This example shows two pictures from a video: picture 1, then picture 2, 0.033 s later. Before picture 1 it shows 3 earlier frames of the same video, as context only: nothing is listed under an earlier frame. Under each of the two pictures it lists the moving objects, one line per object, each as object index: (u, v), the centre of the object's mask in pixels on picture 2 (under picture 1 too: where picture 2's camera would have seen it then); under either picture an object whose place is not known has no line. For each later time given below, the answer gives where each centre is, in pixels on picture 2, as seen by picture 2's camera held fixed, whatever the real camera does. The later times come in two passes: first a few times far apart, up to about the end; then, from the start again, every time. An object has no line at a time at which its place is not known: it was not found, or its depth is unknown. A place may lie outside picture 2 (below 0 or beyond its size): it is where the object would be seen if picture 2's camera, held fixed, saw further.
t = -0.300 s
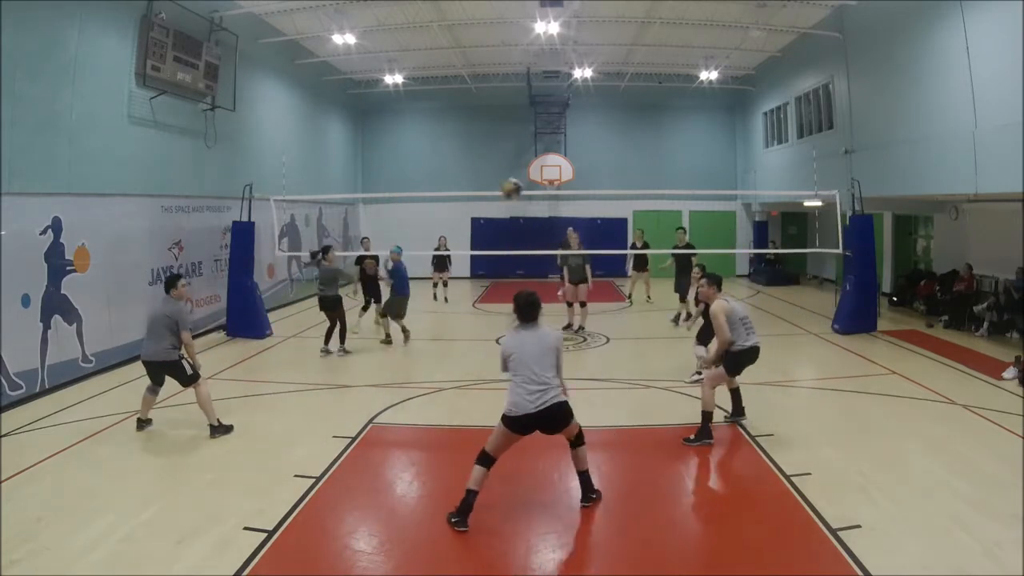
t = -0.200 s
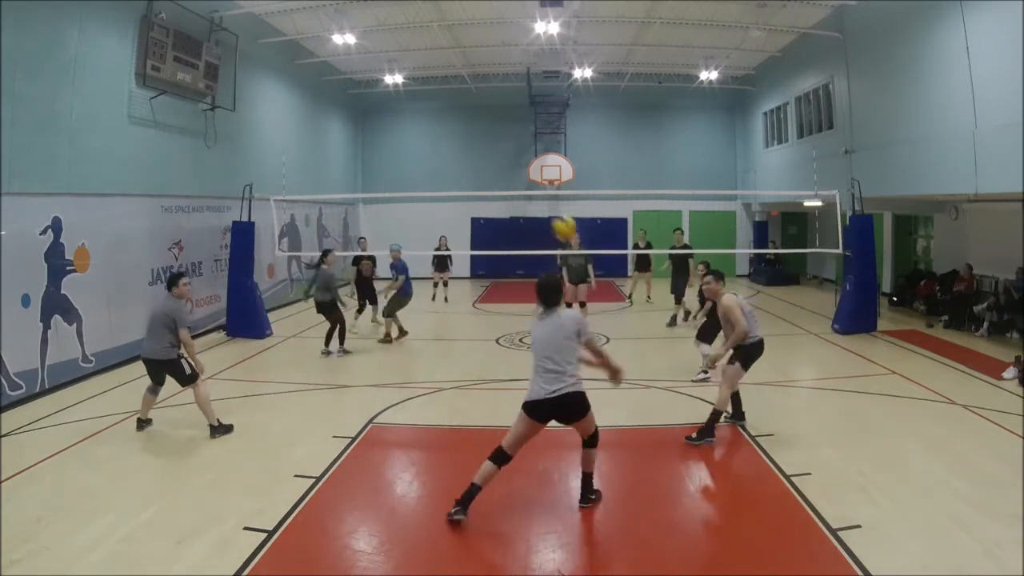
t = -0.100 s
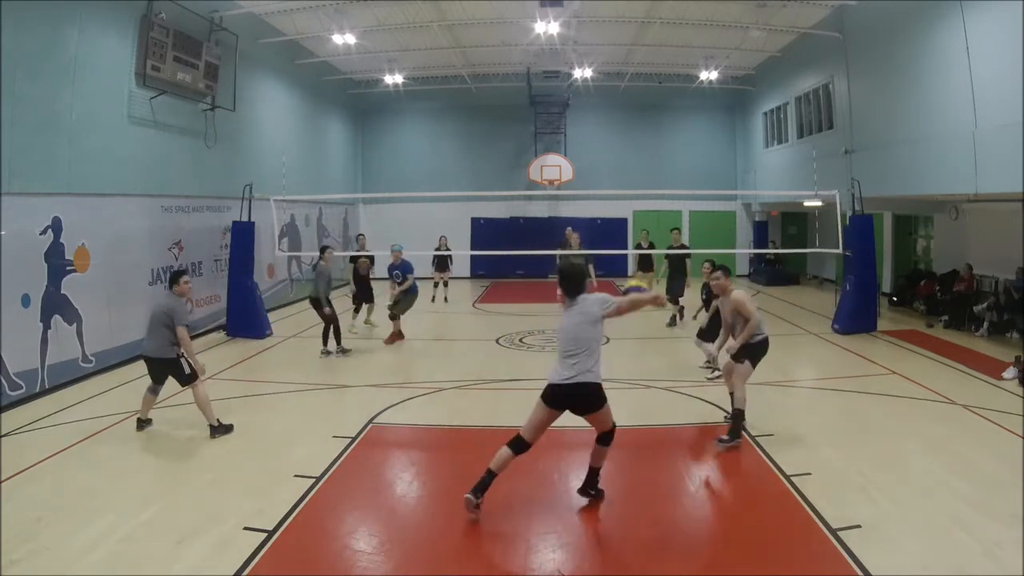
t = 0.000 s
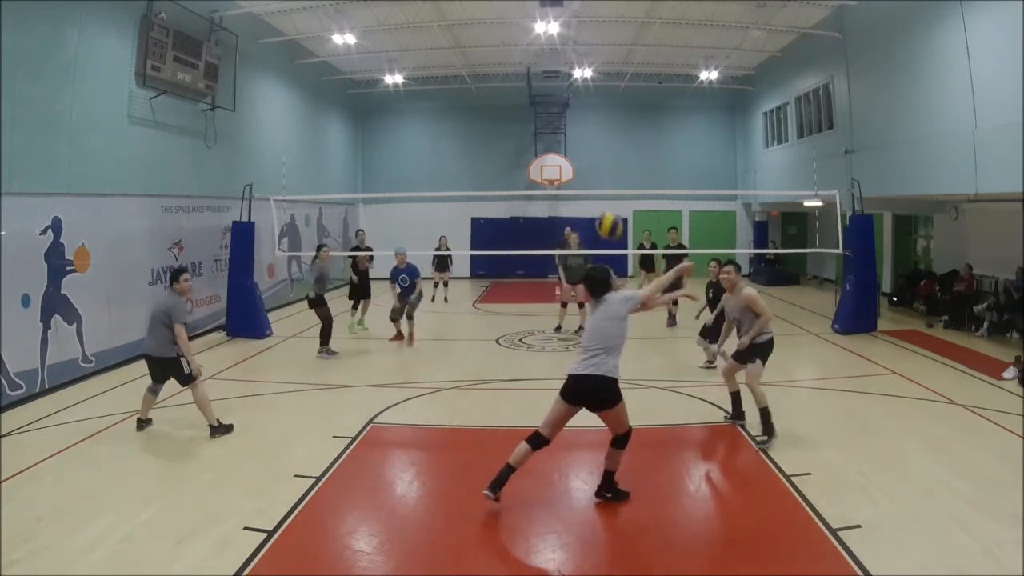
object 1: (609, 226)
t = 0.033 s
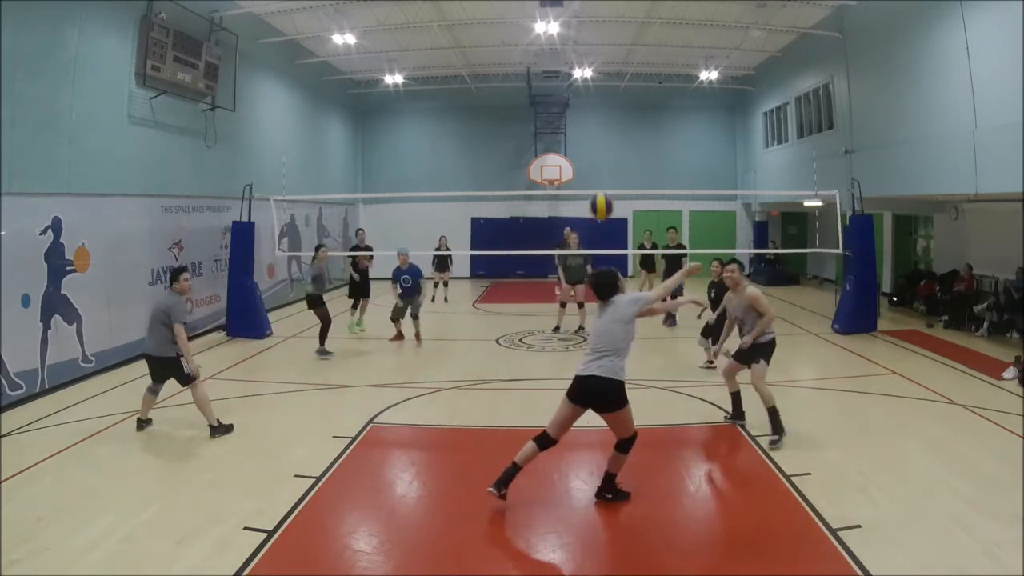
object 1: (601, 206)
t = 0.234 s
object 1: (556, 133)
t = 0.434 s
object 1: (521, 118)
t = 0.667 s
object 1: (491, 146)
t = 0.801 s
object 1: (476, 180)
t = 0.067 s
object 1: (593, 188)
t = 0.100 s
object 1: (586, 173)
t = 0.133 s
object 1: (578, 160)
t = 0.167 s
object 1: (571, 149)
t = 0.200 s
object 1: (563, 141)
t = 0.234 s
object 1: (556, 133)
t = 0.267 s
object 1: (549, 127)
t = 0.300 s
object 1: (543, 123)
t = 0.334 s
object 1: (537, 119)
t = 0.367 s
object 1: (531, 118)
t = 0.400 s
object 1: (526, 118)
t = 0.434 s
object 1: (521, 118)
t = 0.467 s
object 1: (517, 120)
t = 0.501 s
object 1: (512, 122)
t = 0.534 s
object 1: (508, 125)
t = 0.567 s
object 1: (503, 129)
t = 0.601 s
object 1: (499, 134)
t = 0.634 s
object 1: (495, 139)
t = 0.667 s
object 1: (491, 146)
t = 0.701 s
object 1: (487, 153)
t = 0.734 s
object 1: (483, 161)
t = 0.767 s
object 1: (479, 170)
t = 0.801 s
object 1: (476, 180)
